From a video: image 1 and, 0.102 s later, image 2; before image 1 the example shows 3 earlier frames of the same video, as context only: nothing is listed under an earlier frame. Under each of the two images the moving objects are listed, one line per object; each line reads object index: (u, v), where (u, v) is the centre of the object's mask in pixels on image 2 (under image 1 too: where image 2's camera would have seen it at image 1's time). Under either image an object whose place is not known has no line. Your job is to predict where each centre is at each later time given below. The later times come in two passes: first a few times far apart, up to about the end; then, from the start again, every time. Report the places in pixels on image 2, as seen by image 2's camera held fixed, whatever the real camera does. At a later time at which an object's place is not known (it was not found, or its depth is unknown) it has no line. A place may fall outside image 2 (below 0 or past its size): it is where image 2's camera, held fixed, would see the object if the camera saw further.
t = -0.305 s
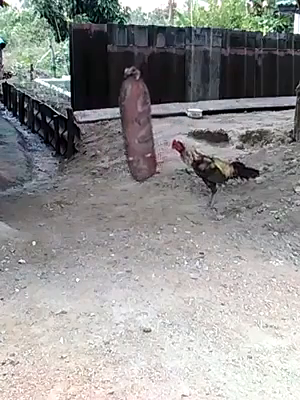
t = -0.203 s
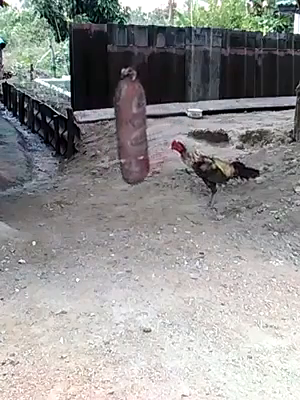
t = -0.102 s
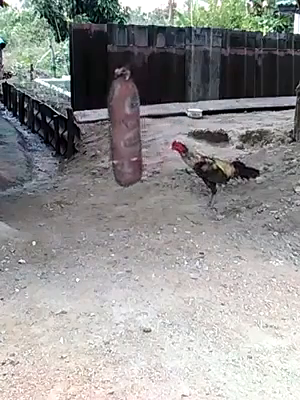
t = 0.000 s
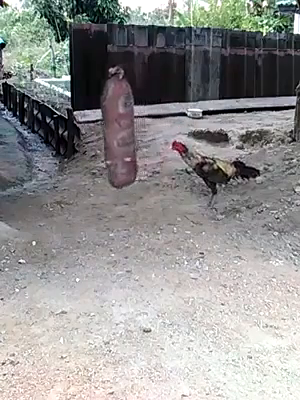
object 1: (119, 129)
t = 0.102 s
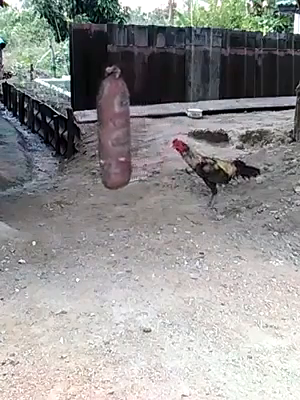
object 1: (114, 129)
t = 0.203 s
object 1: (111, 130)
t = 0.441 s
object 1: (108, 130)
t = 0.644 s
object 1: (114, 131)
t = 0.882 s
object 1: (127, 130)
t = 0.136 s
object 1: (112, 130)
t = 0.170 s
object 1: (112, 130)
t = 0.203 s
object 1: (111, 130)
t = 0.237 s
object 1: (110, 130)
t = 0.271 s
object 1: (109, 130)
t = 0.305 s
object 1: (109, 130)
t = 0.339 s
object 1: (108, 130)
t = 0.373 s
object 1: (108, 130)
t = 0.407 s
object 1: (108, 130)
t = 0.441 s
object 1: (108, 130)
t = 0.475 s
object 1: (109, 130)
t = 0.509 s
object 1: (109, 131)
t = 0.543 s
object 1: (110, 131)
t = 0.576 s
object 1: (111, 131)
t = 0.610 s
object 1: (113, 131)
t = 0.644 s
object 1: (114, 131)
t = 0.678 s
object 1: (116, 131)
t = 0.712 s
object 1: (118, 132)
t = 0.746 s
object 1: (119, 132)
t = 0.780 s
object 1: (122, 131)
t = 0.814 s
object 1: (123, 131)
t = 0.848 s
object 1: (126, 131)
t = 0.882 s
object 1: (127, 130)
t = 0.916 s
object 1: (129, 130)
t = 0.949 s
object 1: (132, 130)
